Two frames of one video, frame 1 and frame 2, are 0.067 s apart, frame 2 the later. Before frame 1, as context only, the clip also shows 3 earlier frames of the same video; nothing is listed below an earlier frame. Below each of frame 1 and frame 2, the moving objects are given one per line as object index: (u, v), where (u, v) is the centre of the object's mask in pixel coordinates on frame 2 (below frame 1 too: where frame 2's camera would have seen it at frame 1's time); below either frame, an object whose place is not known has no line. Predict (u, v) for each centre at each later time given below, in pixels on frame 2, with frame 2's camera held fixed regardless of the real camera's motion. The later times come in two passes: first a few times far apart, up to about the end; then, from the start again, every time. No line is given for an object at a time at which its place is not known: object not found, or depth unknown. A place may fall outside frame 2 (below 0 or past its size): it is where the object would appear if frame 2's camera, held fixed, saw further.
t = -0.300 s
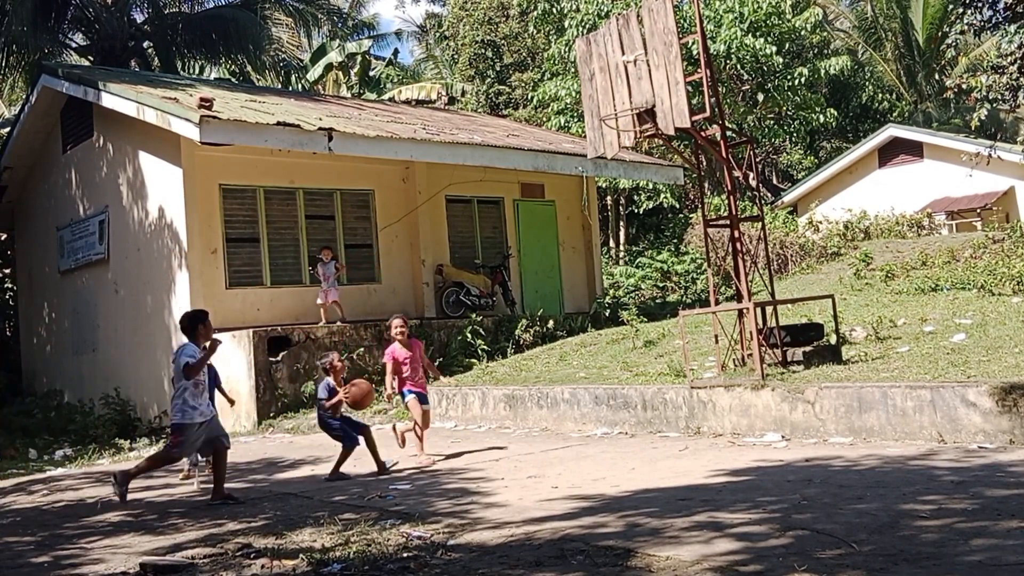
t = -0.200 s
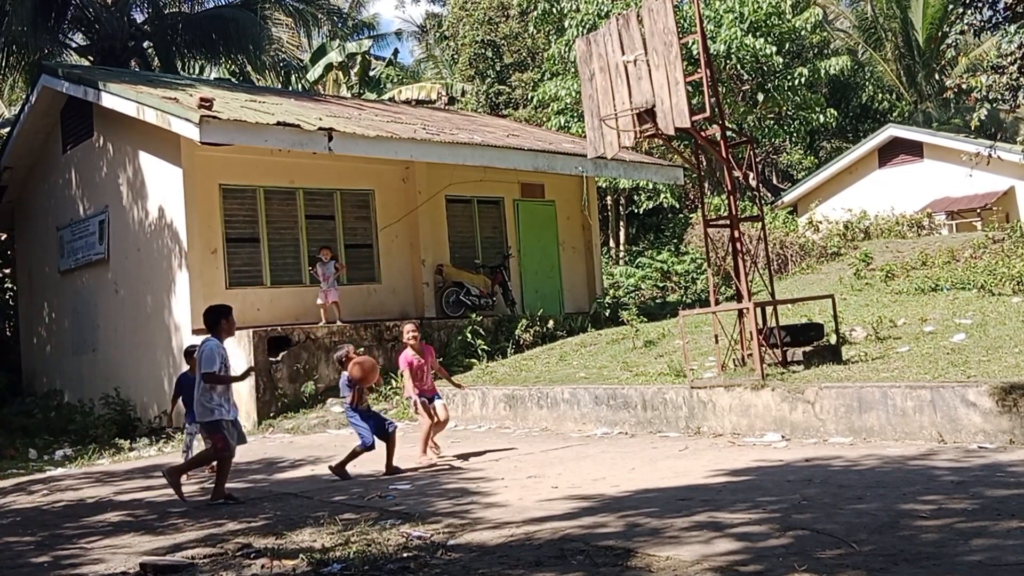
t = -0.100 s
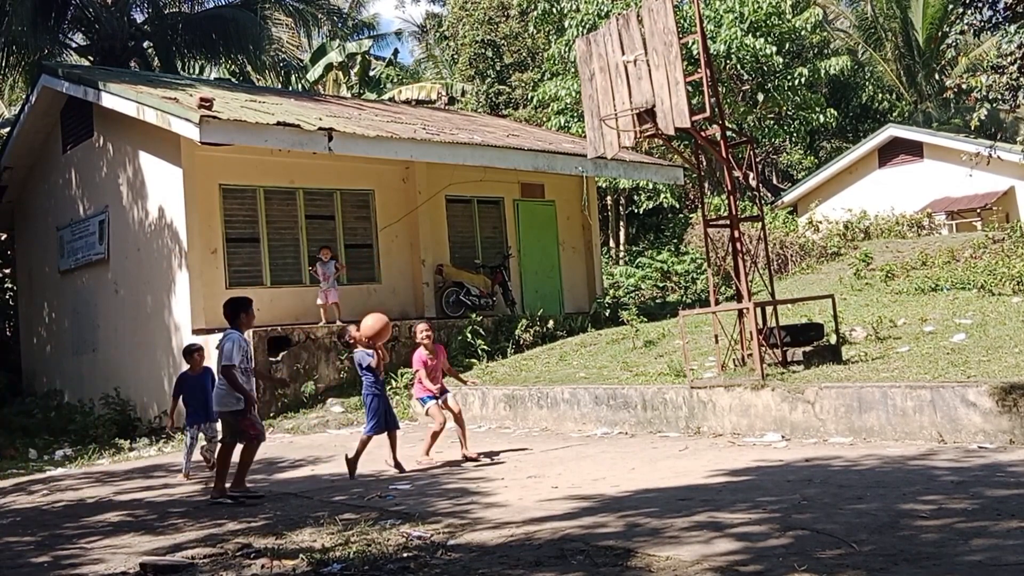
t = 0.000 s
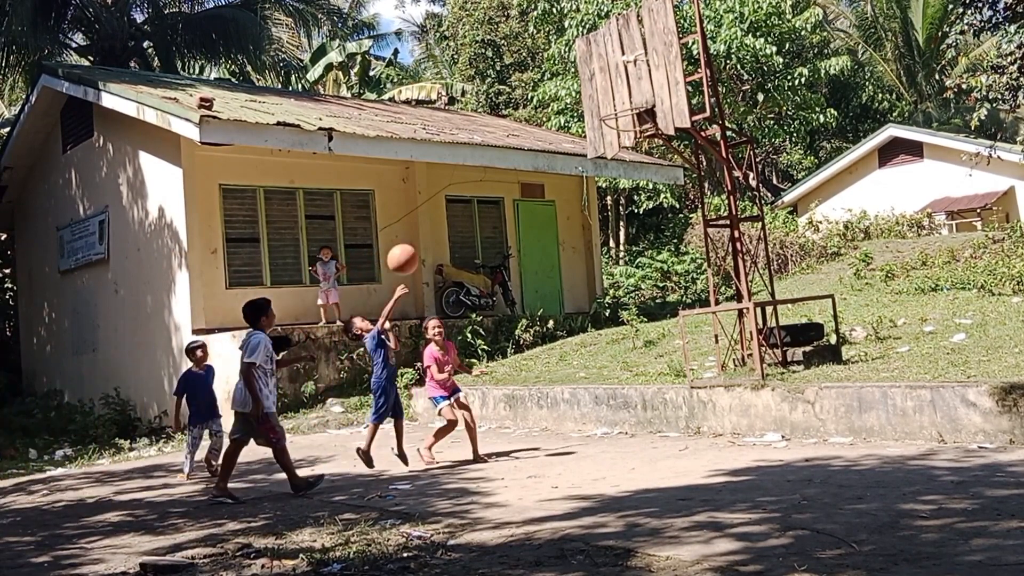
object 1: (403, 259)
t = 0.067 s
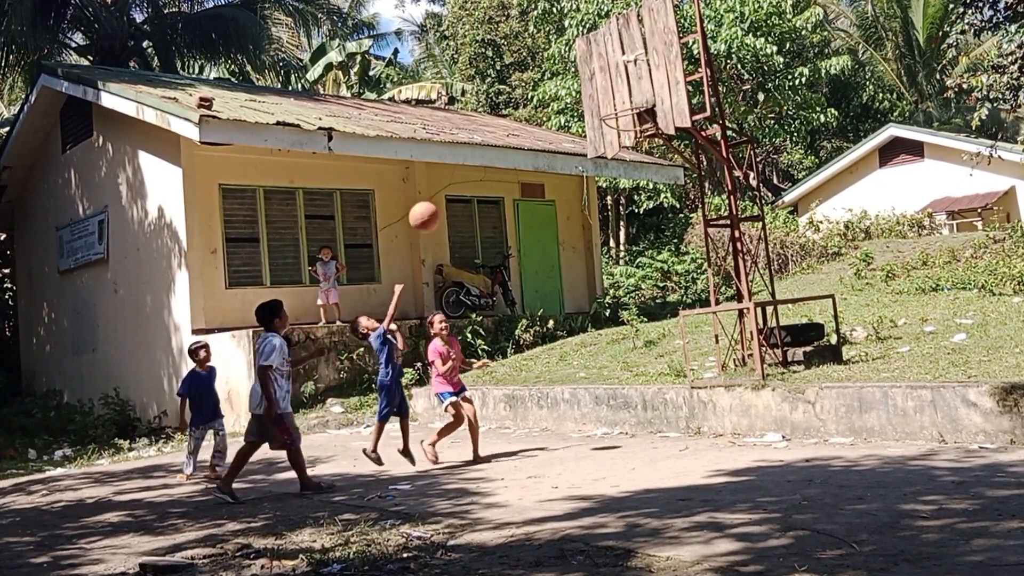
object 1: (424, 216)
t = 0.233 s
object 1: (477, 137)
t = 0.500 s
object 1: (563, 86)
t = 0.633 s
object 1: (605, 93)
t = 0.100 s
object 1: (435, 198)
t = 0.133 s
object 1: (445, 180)
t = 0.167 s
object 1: (456, 163)
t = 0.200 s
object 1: (467, 150)
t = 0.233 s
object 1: (477, 137)
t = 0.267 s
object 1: (488, 126)
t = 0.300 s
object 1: (499, 116)
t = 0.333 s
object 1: (509, 108)
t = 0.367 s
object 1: (520, 101)
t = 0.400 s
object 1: (531, 95)
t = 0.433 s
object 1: (542, 91)
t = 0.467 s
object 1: (552, 88)
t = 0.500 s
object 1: (563, 86)
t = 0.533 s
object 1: (573, 86)
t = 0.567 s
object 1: (583, 87)
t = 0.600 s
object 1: (595, 89)
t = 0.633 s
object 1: (605, 93)
